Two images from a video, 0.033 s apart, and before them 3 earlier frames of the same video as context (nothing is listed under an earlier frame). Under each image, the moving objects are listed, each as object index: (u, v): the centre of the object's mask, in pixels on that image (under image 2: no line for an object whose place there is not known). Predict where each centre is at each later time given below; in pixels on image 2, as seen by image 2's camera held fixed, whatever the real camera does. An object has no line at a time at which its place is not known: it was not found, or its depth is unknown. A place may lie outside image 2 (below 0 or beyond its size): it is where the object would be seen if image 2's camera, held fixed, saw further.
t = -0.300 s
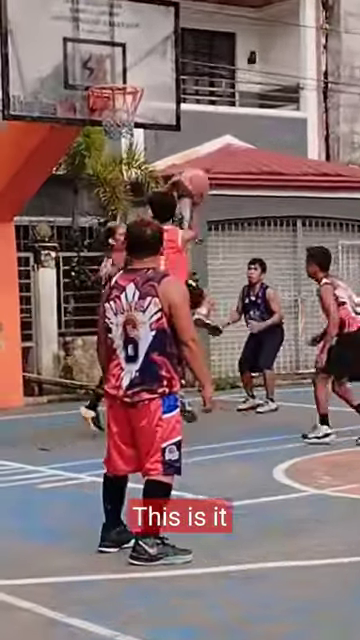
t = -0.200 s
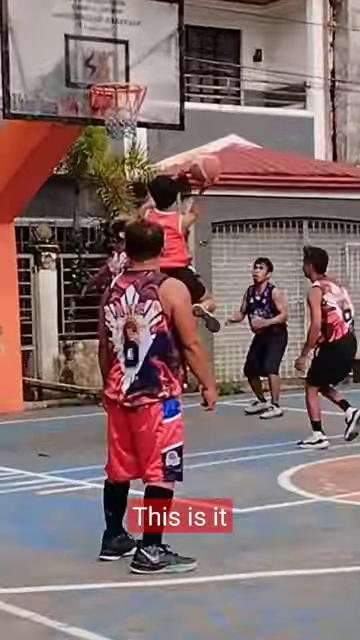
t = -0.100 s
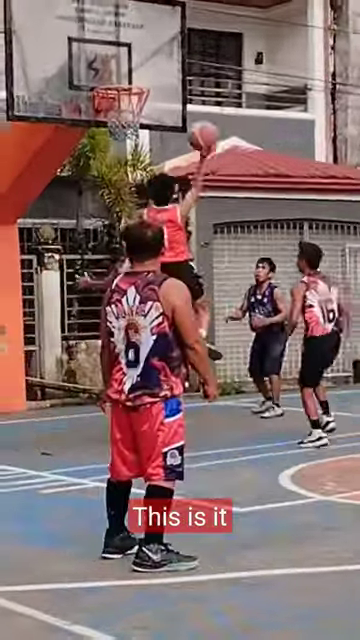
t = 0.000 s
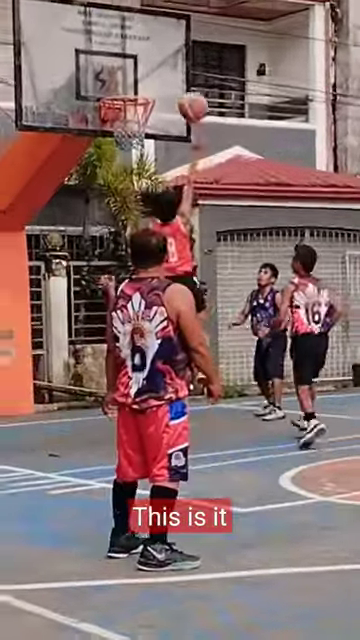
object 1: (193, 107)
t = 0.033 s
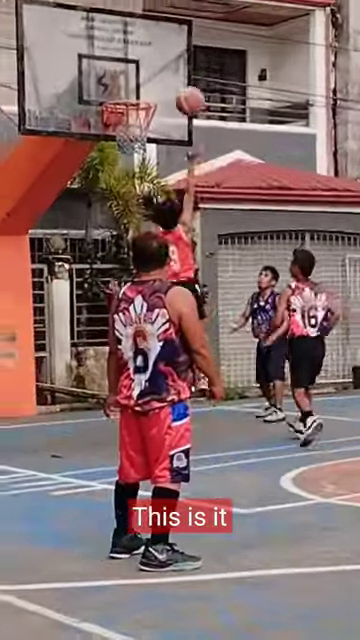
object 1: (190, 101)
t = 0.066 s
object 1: (187, 94)
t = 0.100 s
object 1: (180, 85)
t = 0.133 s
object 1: (175, 81)
